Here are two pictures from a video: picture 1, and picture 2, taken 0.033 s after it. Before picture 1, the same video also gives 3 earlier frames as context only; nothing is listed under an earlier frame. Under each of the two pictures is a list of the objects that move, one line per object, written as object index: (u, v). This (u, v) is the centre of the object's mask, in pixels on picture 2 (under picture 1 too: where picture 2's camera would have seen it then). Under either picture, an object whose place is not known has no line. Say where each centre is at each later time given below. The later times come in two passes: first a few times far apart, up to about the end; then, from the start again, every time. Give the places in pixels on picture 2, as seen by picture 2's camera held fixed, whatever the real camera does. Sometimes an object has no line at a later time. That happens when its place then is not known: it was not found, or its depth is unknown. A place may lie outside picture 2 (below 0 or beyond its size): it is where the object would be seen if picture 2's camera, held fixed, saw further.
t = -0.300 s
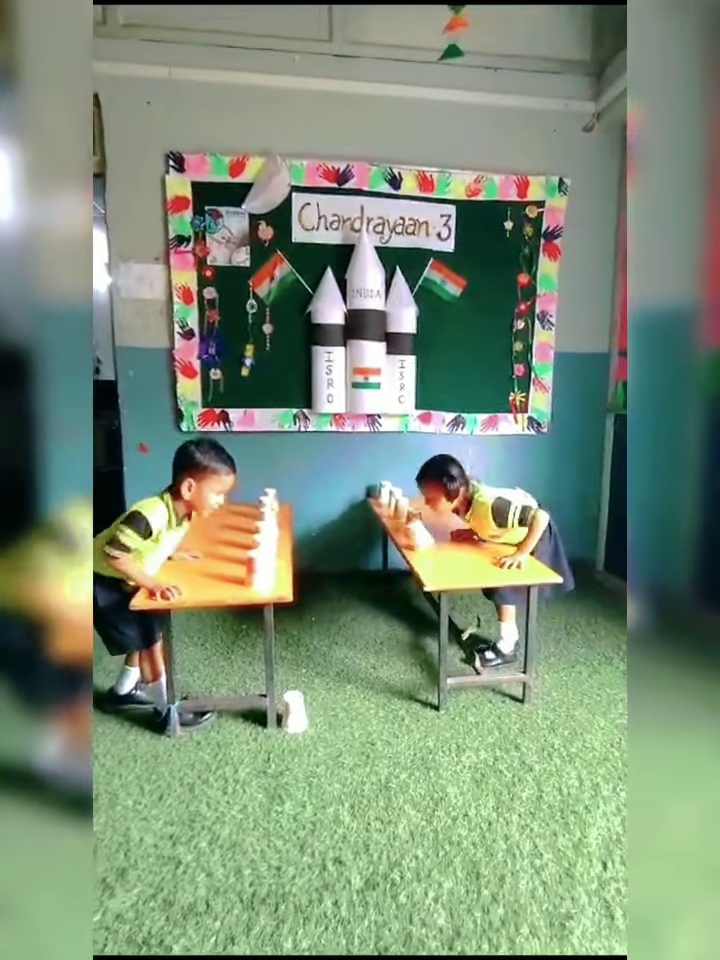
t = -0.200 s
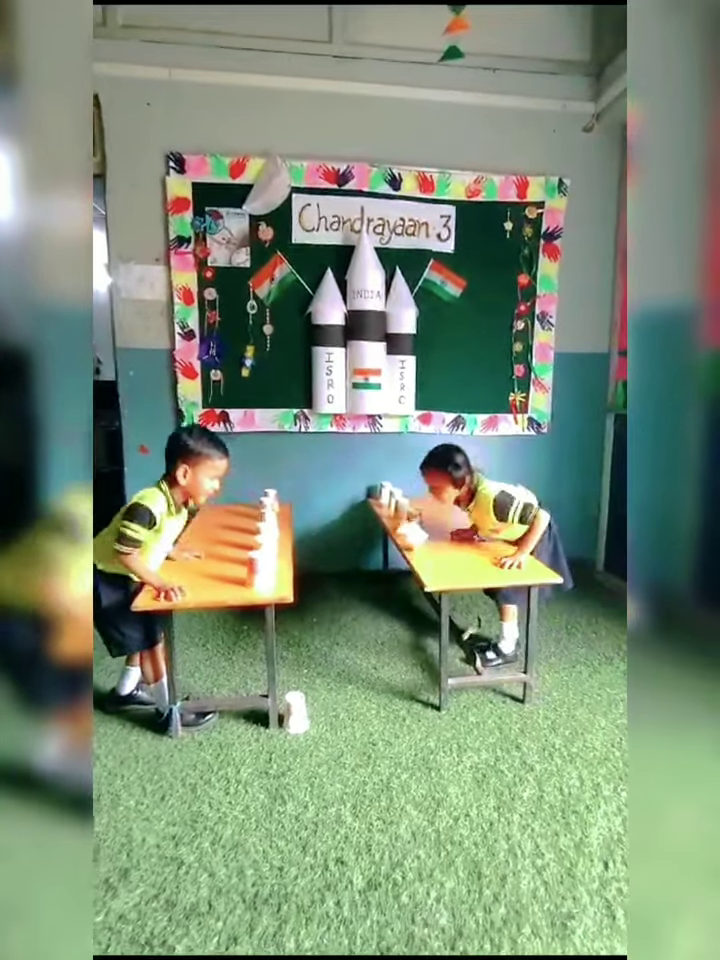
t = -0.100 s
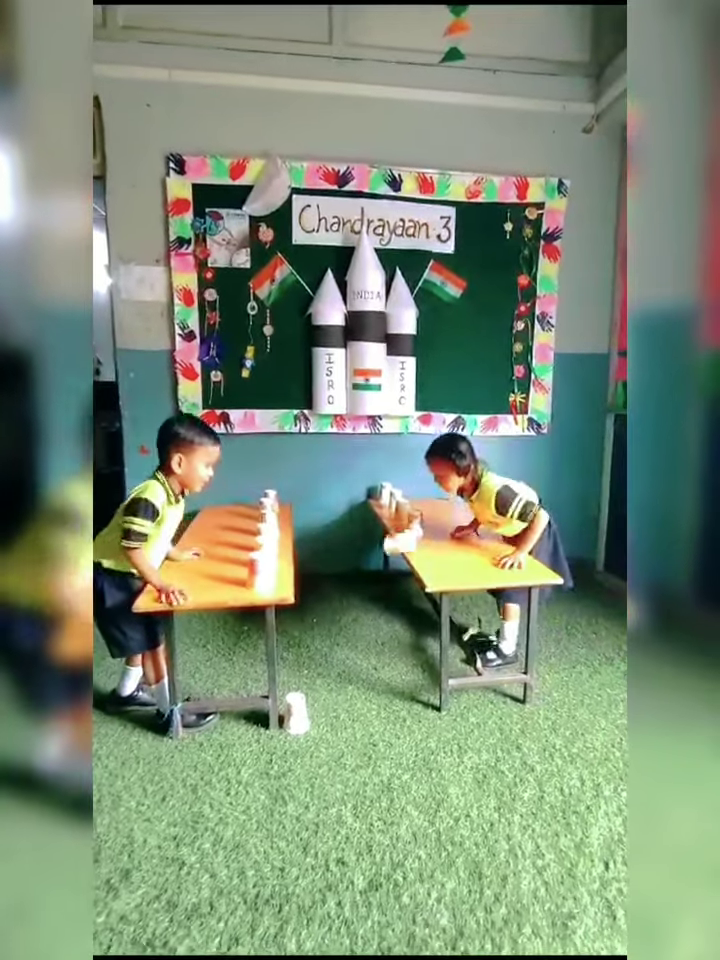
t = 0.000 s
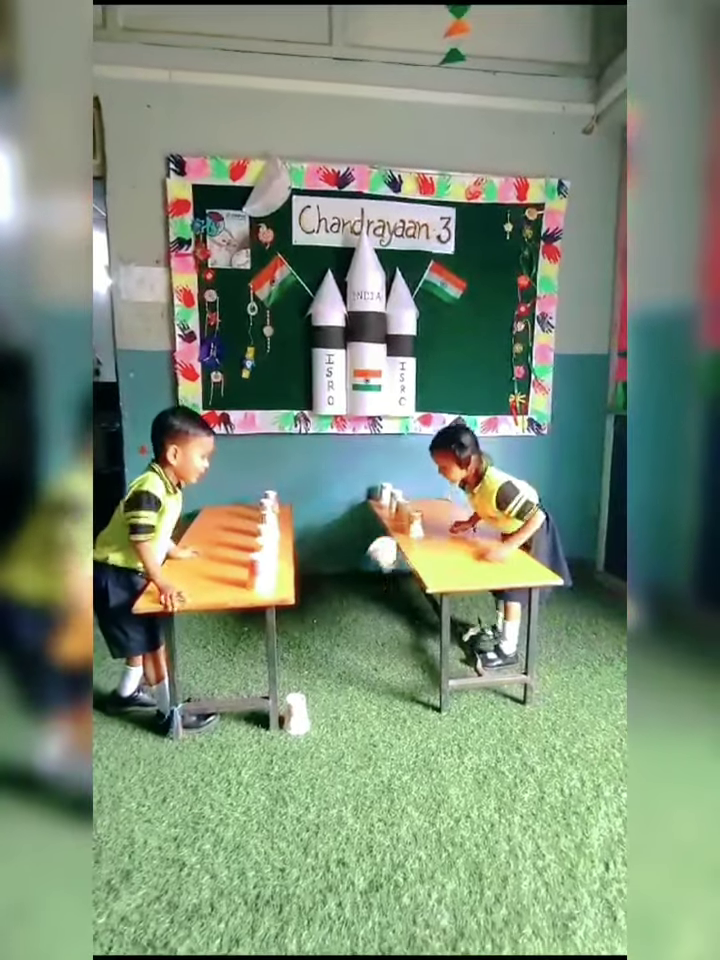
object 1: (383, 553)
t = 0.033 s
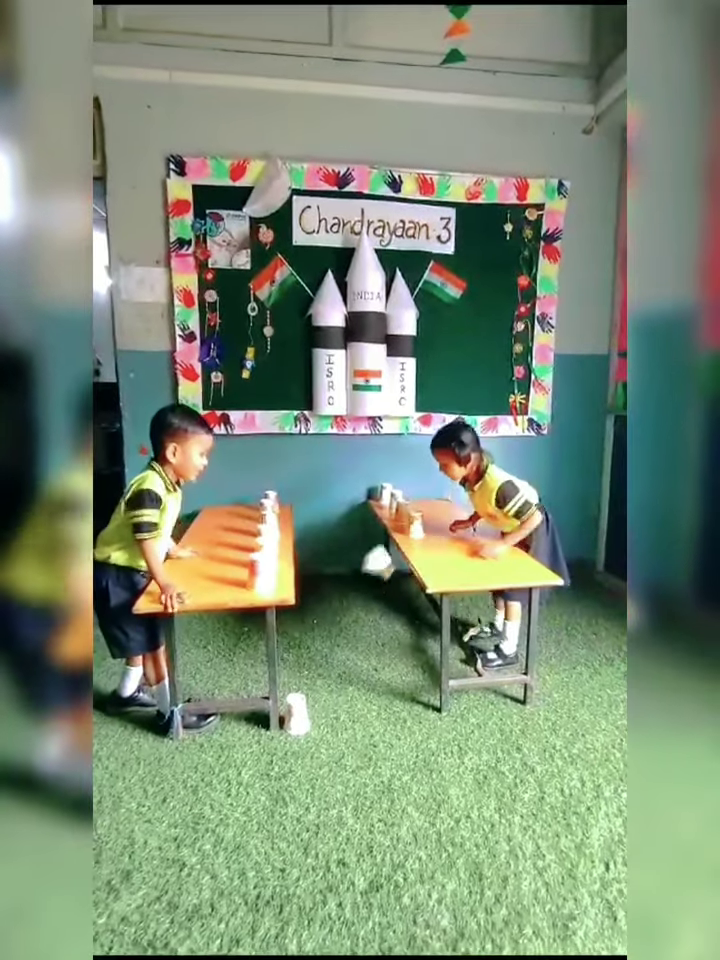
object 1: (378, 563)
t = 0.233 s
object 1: (355, 655)
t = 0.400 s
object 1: (347, 659)
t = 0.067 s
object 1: (373, 574)
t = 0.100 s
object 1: (368, 589)
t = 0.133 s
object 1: (365, 605)
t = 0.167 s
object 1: (362, 622)
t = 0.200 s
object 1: (359, 640)
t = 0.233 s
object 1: (355, 655)
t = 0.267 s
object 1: (352, 656)
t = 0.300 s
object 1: (350, 656)
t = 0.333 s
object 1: (349, 658)
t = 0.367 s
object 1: (348, 659)
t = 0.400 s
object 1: (347, 659)
